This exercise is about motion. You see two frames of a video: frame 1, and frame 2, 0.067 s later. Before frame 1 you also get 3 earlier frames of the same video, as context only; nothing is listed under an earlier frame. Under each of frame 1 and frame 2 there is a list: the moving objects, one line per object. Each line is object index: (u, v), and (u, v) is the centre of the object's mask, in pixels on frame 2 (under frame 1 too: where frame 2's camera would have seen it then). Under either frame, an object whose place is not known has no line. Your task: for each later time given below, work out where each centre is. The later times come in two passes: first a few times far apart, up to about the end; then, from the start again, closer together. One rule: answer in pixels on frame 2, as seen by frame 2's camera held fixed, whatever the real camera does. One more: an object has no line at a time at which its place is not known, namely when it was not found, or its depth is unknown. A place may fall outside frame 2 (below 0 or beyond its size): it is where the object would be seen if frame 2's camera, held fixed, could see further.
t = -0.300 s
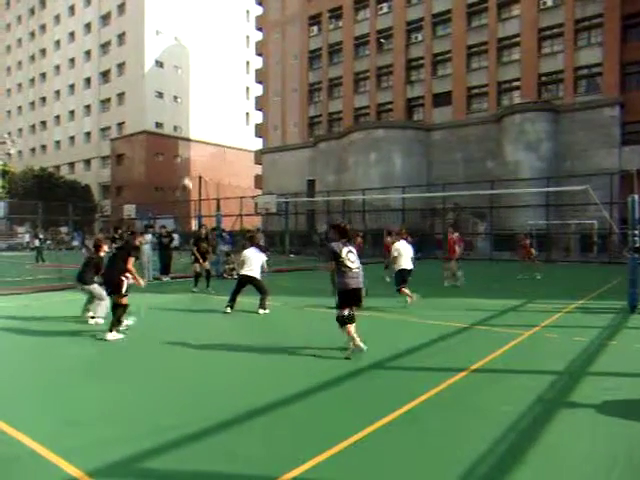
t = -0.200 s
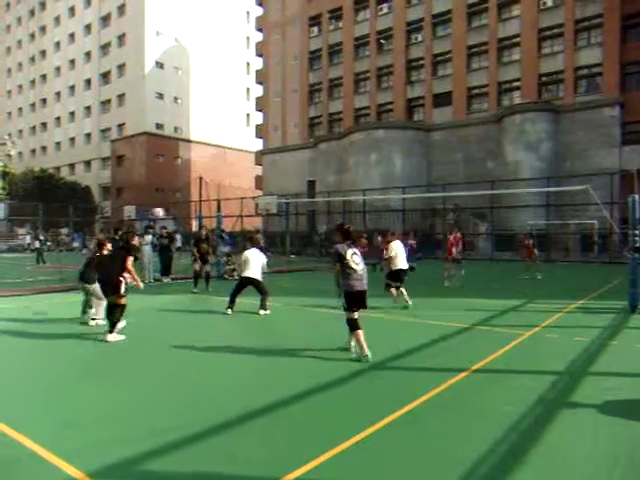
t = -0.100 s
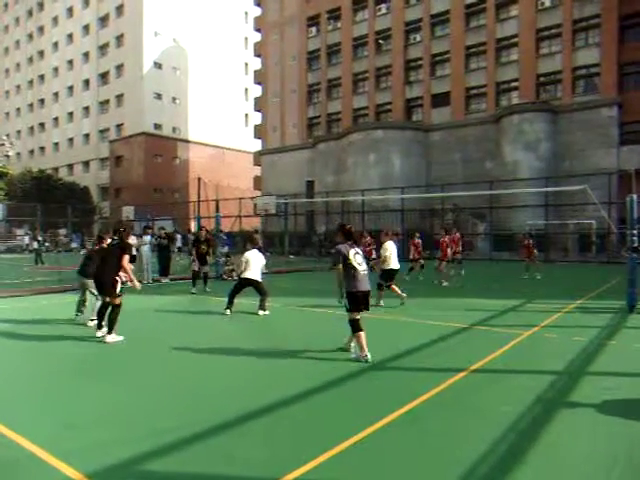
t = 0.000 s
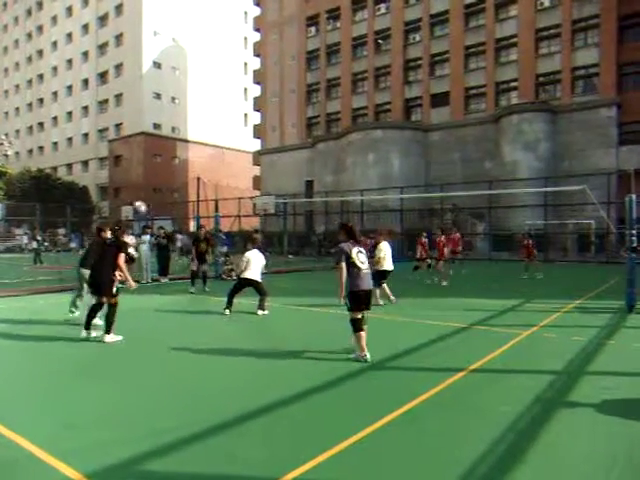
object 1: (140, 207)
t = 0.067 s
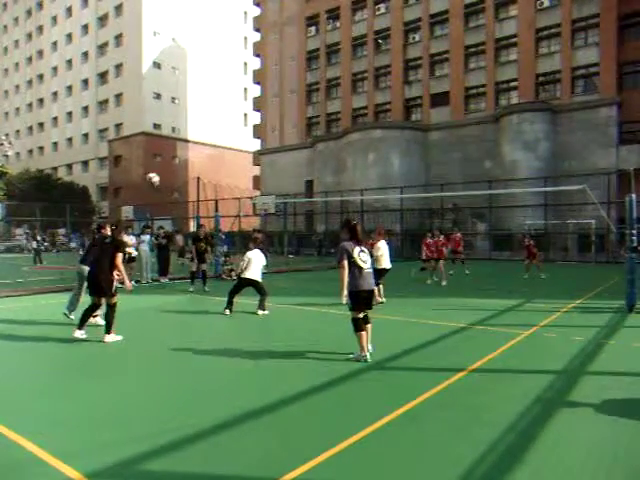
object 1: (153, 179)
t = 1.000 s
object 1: (349, 79)
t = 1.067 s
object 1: (363, 91)
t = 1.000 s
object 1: (349, 79)
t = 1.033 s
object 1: (357, 84)
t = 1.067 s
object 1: (363, 91)
